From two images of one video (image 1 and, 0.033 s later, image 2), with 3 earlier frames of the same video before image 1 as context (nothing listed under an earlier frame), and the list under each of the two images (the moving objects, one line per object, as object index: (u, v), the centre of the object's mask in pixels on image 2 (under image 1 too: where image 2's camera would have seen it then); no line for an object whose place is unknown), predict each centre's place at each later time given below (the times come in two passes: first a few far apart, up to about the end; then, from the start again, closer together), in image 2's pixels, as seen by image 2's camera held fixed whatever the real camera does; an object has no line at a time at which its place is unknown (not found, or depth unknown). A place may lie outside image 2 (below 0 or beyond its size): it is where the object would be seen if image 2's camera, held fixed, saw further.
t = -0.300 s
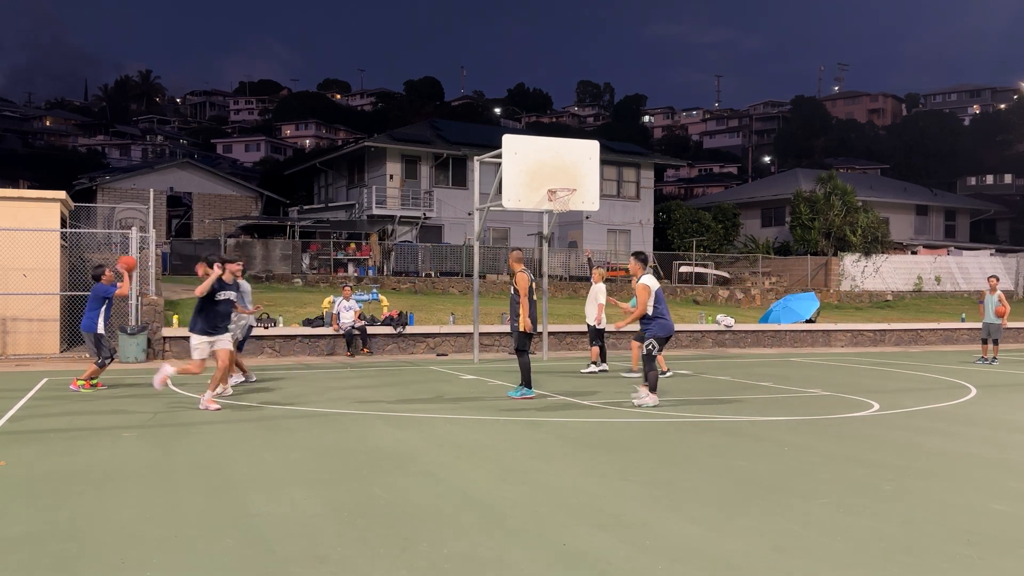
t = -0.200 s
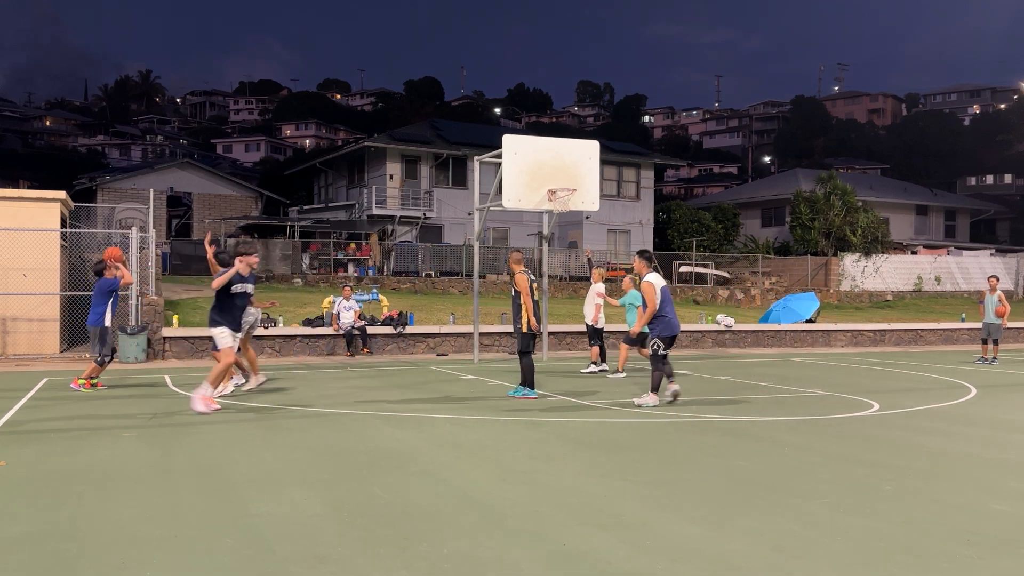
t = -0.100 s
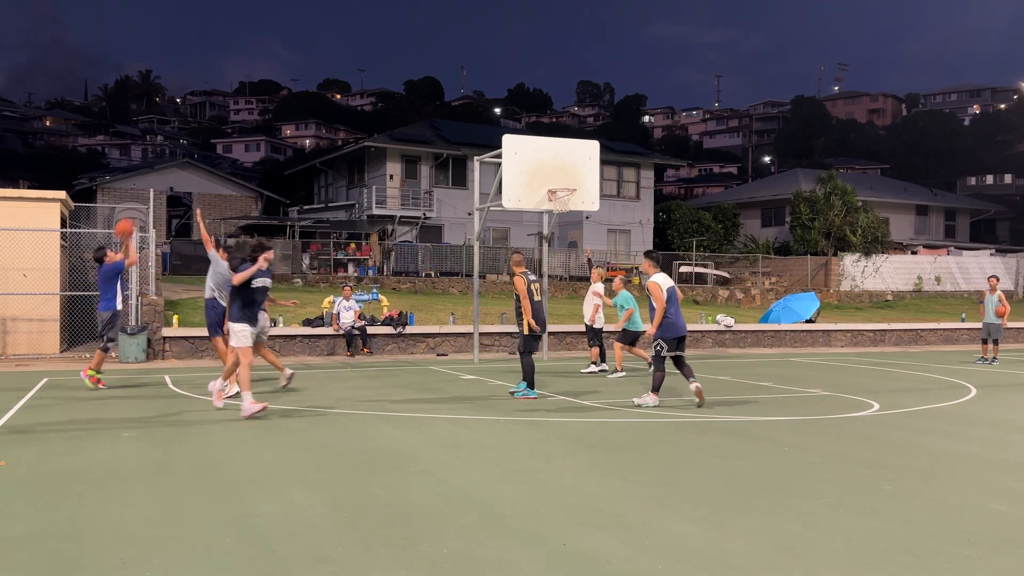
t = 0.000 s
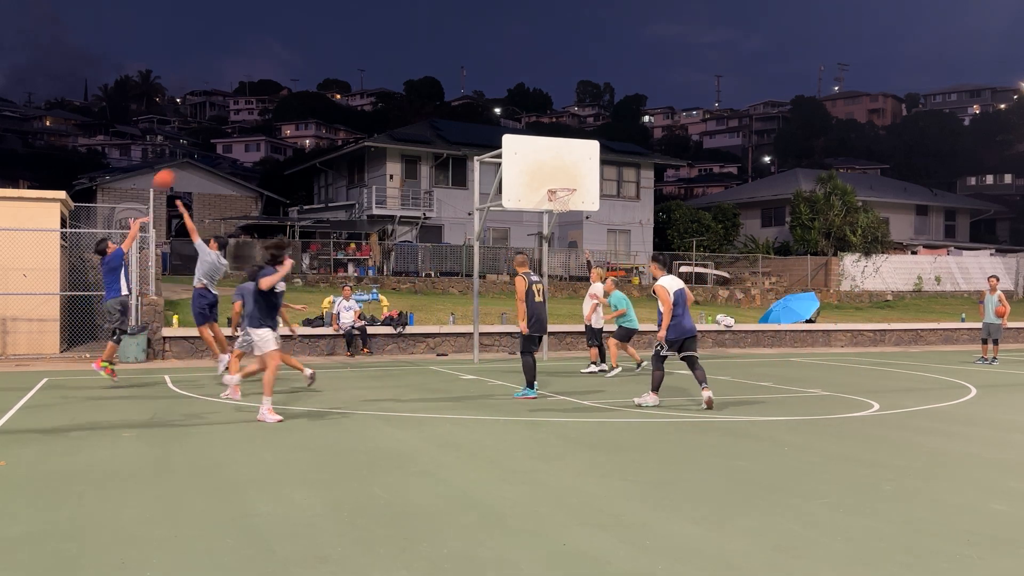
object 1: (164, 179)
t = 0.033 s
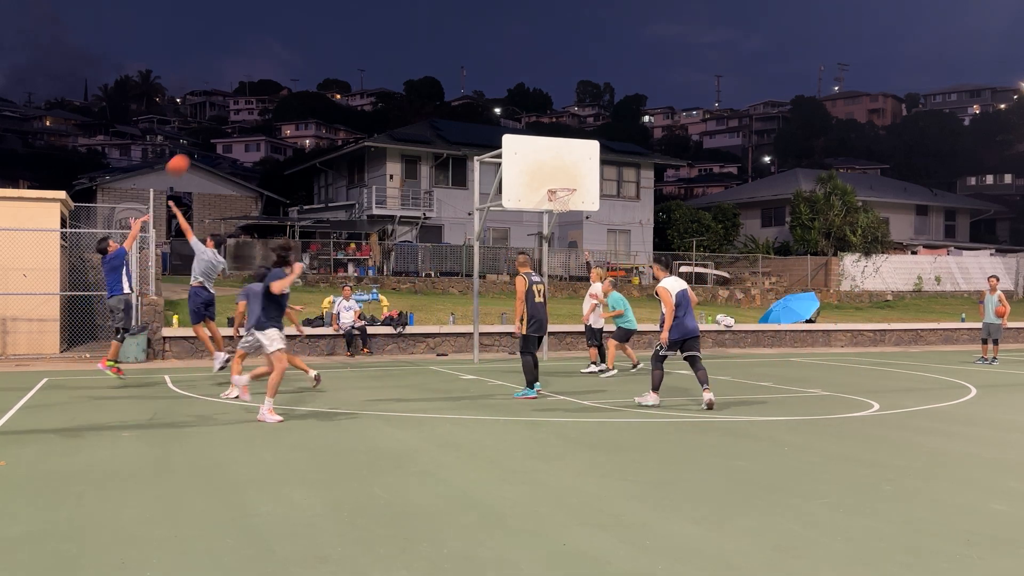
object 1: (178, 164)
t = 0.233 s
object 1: (258, 98)
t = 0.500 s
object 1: (350, 61)
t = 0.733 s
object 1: (422, 69)
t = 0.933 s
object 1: (477, 99)
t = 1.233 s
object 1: (548, 178)
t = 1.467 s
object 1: (589, 145)
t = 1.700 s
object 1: (630, 132)
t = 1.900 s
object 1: (666, 147)
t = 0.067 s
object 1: (192, 151)
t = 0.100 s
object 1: (205, 139)
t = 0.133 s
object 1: (219, 127)
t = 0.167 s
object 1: (232, 117)
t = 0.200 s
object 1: (245, 107)
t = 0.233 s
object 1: (258, 98)
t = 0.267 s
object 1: (270, 91)
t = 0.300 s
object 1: (282, 85)
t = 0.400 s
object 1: (317, 69)
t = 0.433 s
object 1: (329, 66)
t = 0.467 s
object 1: (339, 63)
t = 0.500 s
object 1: (350, 61)
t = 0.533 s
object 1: (361, 61)
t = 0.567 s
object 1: (372, 60)
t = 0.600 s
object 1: (382, 60)
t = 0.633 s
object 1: (392, 61)
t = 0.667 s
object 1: (402, 63)
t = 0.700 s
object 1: (412, 65)
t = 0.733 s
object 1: (422, 69)
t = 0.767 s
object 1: (431, 72)
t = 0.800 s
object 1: (441, 76)
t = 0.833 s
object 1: (450, 81)
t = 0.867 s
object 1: (459, 87)
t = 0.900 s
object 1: (468, 93)
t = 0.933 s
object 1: (477, 99)
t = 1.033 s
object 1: (502, 123)
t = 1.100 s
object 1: (518, 140)
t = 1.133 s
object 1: (526, 150)
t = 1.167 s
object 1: (533, 159)
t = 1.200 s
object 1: (540, 169)
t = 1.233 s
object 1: (548, 178)
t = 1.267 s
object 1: (554, 181)
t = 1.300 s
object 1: (560, 174)
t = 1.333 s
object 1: (565, 167)
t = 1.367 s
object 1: (571, 160)
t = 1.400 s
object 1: (577, 155)
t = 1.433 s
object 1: (582, 150)
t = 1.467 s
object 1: (589, 145)
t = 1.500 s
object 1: (595, 141)
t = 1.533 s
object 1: (601, 138)
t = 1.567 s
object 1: (606, 136)
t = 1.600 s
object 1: (612, 134)
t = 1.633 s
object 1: (618, 133)
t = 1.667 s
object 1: (624, 132)
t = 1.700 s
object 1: (630, 132)
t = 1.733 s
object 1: (636, 133)
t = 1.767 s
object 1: (642, 135)
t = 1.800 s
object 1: (648, 137)
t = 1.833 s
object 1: (654, 140)
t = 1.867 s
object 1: (660, 143)
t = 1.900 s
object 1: (666, 147)
